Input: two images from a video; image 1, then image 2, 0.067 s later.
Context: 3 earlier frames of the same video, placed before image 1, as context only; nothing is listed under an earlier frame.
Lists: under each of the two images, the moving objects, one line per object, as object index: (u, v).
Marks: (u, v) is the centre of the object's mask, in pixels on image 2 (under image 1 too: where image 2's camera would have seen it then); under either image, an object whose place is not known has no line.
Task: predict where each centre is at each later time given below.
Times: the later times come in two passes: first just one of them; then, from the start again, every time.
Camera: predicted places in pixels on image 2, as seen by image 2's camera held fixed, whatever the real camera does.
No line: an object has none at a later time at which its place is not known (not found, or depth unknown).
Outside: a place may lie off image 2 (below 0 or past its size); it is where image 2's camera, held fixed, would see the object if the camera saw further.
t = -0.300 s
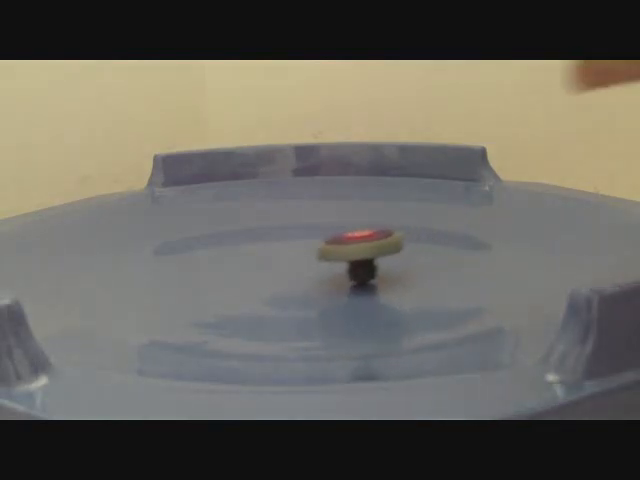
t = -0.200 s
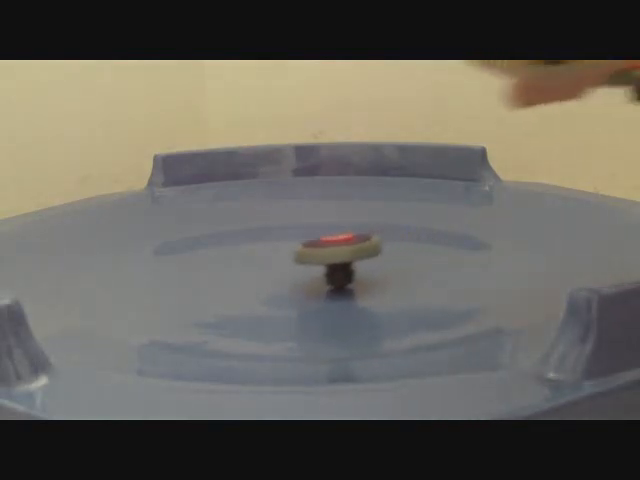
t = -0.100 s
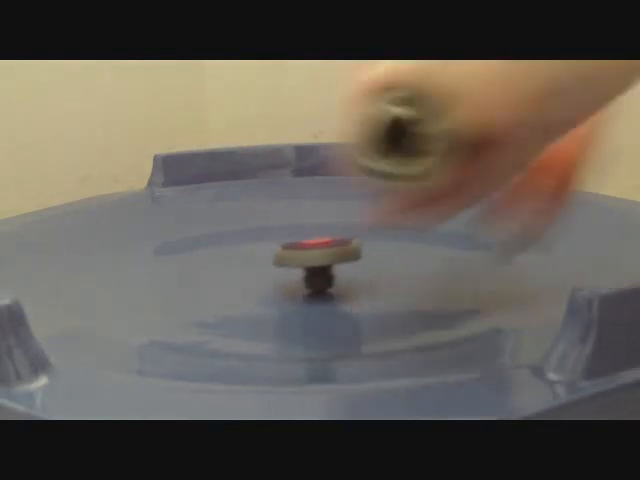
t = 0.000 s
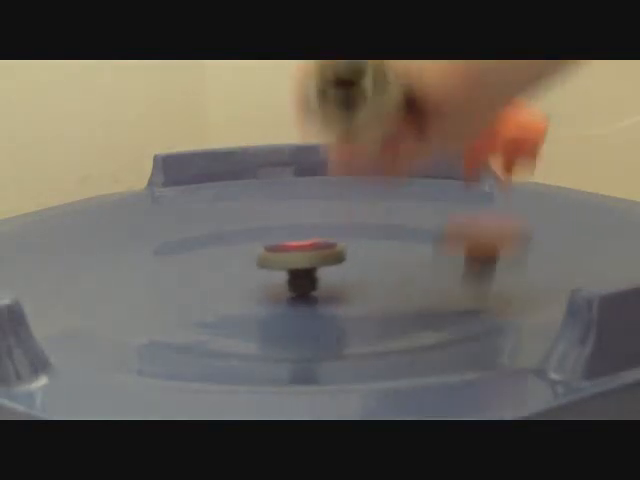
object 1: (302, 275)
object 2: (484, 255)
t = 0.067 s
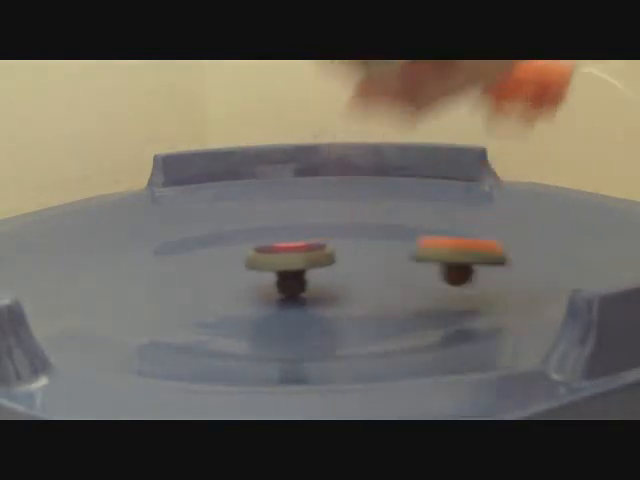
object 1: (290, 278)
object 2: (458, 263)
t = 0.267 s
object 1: (260, 279)
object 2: (392, 286)
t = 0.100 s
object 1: (287, 277)
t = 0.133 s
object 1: (282, 278)
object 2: (439, 292)
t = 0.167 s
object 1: (277, 278)
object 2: (424, 272)
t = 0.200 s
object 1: (271, 279)
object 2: (416, 290)
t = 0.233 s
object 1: (265, 279)
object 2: (404, 286)
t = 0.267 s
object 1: (260, 279)
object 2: (392, 286)
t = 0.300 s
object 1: (255, 280)
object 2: (383, 284)
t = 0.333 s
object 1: (247, 281)
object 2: (376, 283)
